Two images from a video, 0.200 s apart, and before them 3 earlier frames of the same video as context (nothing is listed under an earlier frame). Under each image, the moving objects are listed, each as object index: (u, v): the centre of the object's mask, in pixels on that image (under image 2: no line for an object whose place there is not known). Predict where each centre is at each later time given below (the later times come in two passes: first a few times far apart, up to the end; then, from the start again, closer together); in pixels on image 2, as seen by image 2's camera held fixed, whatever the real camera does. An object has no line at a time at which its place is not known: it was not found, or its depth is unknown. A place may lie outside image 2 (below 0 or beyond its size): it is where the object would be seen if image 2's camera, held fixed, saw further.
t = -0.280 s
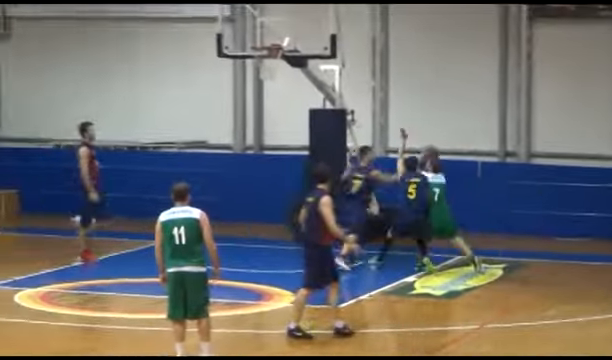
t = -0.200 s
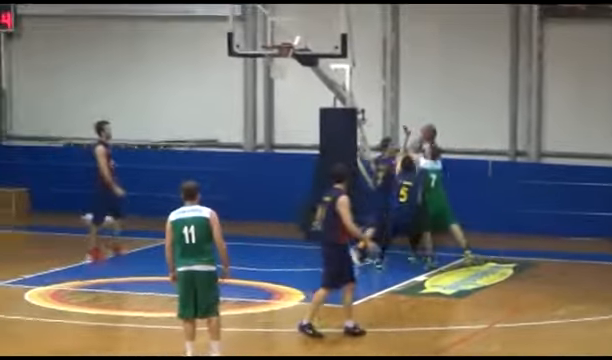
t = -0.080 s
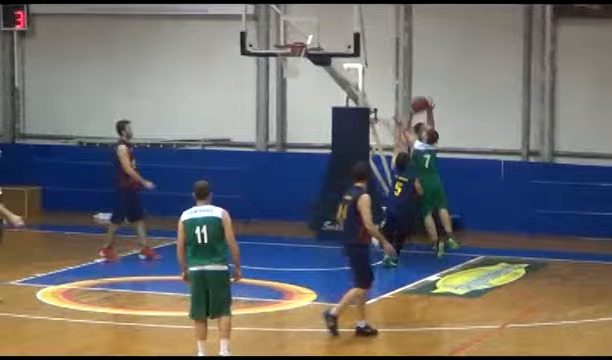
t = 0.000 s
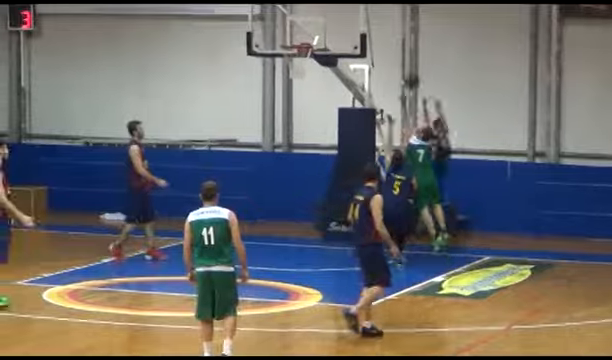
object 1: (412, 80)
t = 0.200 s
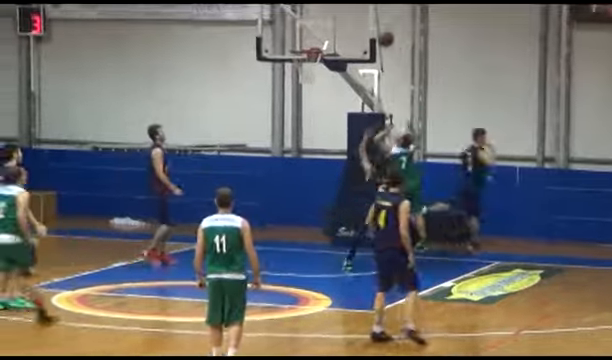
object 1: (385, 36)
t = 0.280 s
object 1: (370, 25)
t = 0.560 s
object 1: (321, 22)
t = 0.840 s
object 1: (312, 41)
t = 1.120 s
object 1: (305, 34)
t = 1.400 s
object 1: (309, 71)
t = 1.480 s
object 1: (309, 71)
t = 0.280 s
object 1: (370, 25)
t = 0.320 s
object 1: (363, 21)
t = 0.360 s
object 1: (355, 17)
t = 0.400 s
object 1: (350, 16)
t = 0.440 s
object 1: (342, 16)
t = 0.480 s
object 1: (335, 17)
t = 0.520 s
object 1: (328, 19)
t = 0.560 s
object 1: (321, 22)
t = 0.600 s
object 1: (313, 26)
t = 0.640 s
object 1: (307, 30)
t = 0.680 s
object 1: (300, 37)
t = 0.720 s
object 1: (298, 40)
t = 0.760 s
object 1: (300, 40)
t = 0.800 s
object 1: (307, 40)
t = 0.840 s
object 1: (312, 41)
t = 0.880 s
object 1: (312, 42)
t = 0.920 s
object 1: (312, 39)
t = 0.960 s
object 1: (310, 35)
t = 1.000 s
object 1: (309, 34)
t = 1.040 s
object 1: (307, 32)
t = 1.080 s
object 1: (307, 33)
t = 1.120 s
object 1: (305, 34)
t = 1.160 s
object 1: (304, 38)
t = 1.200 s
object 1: (302, 42)
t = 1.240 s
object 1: (302, 45)
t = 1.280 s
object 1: (303, 51)
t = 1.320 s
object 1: (302, 58)
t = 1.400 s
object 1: (309, 71)
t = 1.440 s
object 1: (309, 71)
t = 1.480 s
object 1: (309, 71)
